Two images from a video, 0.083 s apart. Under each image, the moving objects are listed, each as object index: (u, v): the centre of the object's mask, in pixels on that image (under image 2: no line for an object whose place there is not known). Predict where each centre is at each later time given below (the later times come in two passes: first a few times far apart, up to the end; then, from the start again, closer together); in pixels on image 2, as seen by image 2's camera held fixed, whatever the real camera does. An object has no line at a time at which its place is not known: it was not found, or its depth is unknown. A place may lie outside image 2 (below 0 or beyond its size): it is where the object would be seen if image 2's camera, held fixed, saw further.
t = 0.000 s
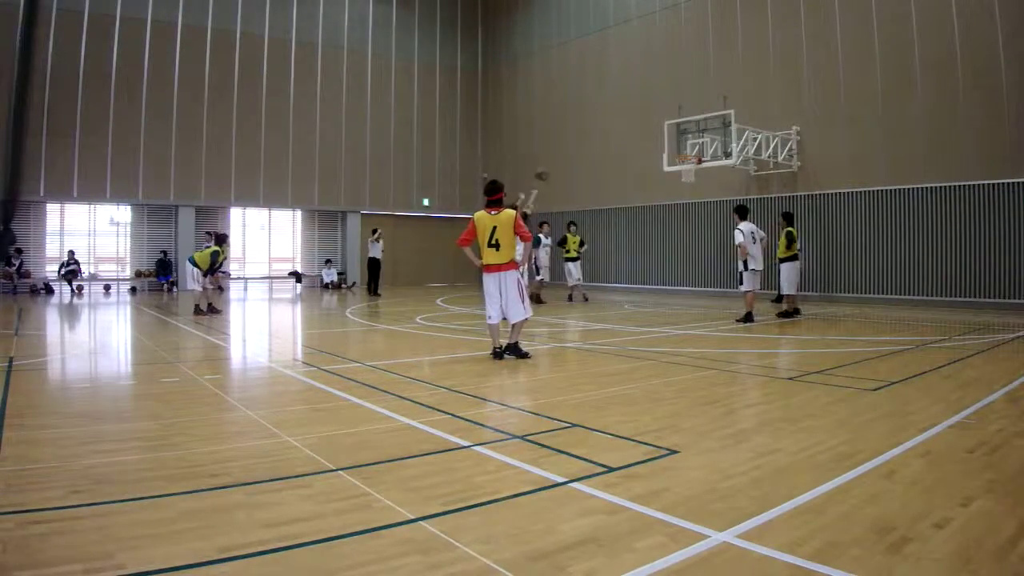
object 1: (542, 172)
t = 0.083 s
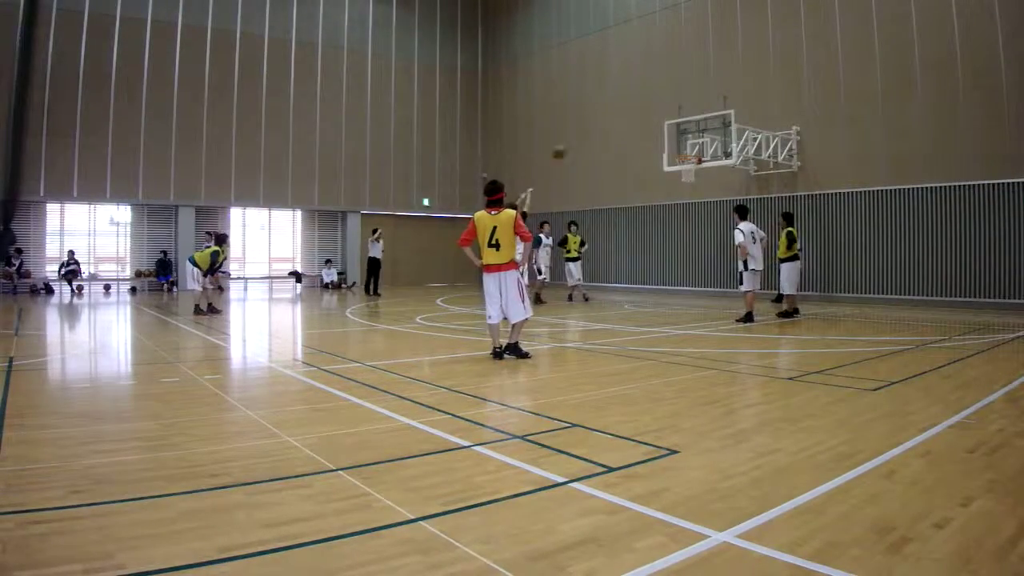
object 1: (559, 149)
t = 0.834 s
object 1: (683, 143)
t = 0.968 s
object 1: (688, 147)
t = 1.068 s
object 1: (678, 140)
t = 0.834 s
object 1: (683, 143)
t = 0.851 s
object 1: (684, 144)
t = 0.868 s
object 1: (688, 148)
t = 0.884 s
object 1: (690, 150)
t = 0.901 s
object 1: (692, 151)
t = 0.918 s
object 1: (692, 151)
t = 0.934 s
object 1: (690, 150)
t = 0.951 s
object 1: (688, 149)
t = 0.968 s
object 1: (688, 147)
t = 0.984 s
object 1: (685, 146)
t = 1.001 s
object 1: (684, 145)
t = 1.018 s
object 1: (683, 144)
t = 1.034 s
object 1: (682, 143)
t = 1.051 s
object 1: (680, 141)
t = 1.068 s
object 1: (678, 140)
